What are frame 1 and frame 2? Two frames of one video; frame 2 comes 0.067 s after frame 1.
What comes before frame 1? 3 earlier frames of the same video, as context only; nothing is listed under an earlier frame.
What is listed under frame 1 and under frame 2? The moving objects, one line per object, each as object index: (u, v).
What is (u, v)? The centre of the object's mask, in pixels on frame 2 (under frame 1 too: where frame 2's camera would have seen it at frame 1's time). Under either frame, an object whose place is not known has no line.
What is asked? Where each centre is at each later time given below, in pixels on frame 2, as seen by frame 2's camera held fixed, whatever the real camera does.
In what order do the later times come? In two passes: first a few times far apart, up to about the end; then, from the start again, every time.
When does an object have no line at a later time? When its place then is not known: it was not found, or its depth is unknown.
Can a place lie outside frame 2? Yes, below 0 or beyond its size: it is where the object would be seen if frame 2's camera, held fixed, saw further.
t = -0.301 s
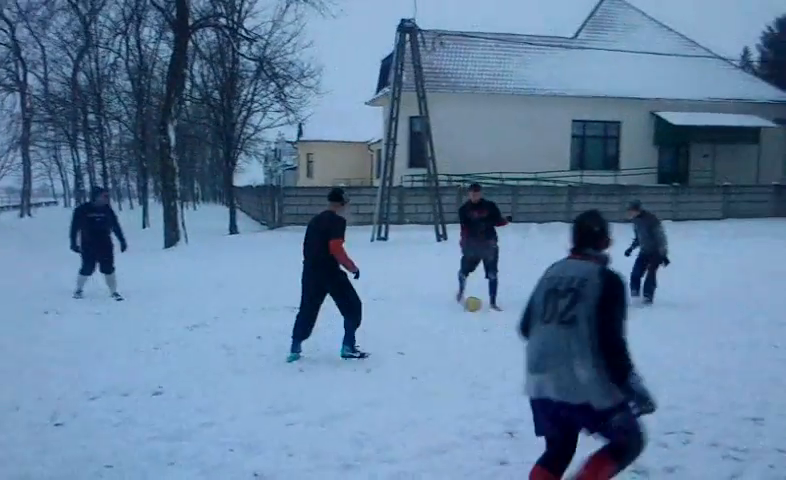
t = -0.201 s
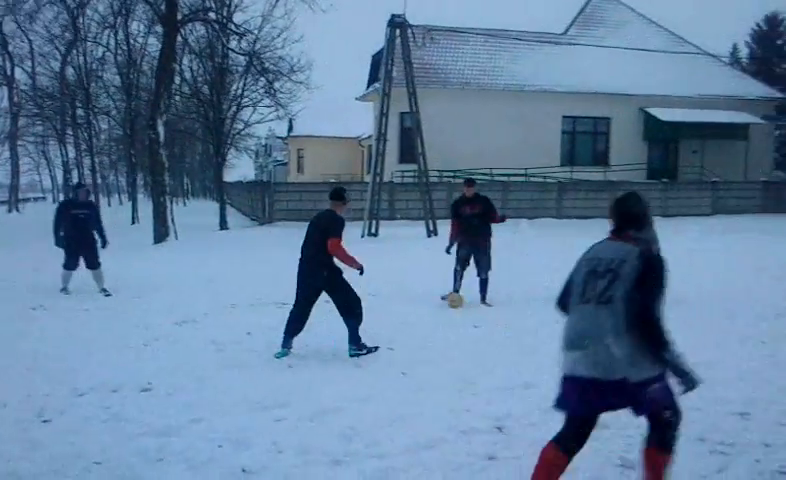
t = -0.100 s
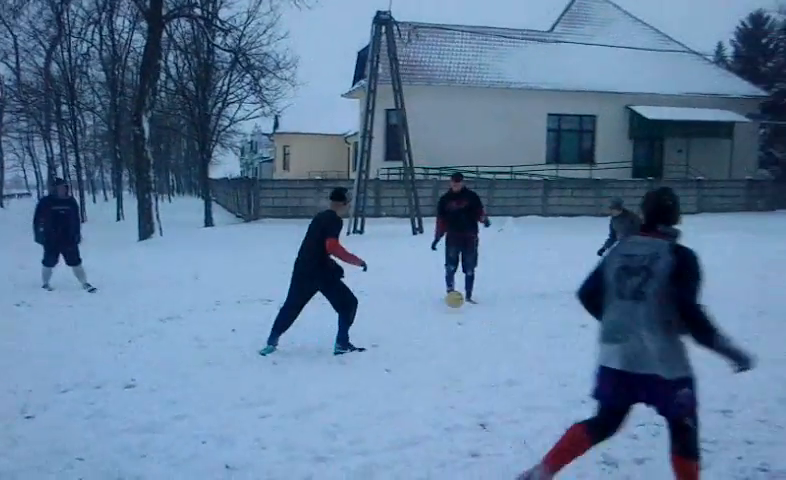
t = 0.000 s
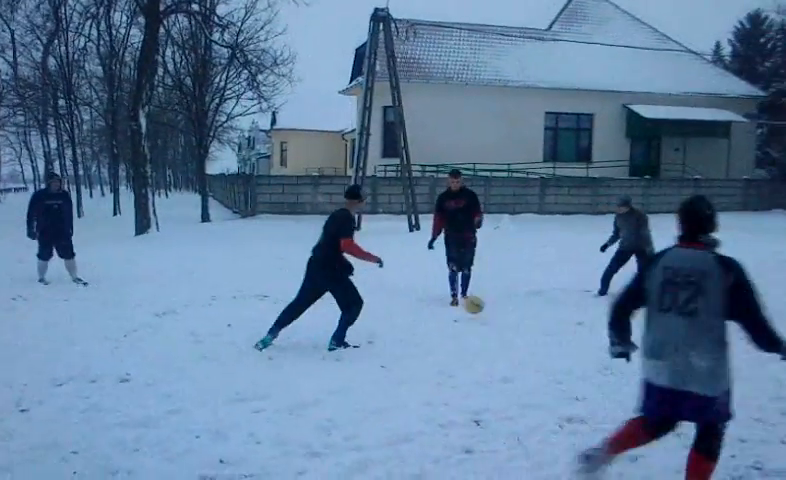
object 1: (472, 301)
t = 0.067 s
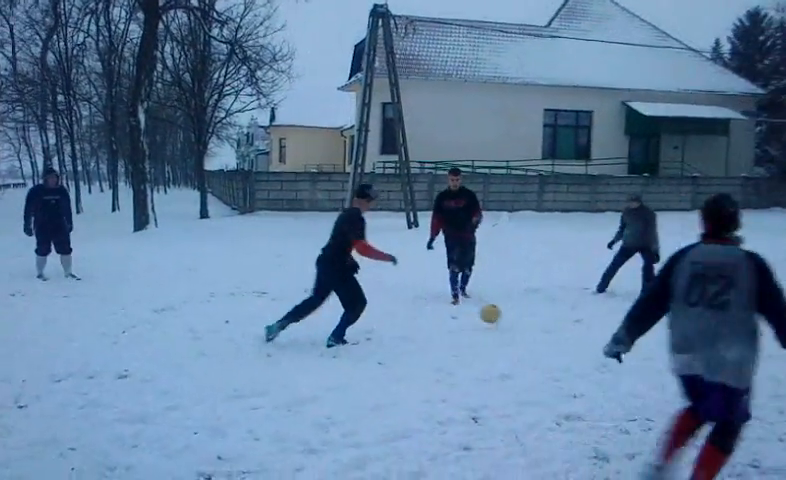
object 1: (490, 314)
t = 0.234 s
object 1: (543, 341)
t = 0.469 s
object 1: (639, 389)
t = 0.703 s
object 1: (739, 433)
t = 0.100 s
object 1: (499, 321)
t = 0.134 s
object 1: (510, 330)
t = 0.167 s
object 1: (522, 336)
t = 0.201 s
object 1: (532, 339)
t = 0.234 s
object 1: (543, 341)
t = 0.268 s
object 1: (555, 344)
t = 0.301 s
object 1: (567, 350)
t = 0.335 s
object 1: (580, 356)
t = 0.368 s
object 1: (594, 364)
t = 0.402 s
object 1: (609, 376)
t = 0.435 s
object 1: (625, 385)
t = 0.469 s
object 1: (639, 389)
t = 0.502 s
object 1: (653, 393)
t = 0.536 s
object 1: (665, 395)
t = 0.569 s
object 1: (678, 398)
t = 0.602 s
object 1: (692, 404)
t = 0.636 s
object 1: (708, 411)
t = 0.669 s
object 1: (722, 420)
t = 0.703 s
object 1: (739, 433)
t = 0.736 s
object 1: (756, 447)
